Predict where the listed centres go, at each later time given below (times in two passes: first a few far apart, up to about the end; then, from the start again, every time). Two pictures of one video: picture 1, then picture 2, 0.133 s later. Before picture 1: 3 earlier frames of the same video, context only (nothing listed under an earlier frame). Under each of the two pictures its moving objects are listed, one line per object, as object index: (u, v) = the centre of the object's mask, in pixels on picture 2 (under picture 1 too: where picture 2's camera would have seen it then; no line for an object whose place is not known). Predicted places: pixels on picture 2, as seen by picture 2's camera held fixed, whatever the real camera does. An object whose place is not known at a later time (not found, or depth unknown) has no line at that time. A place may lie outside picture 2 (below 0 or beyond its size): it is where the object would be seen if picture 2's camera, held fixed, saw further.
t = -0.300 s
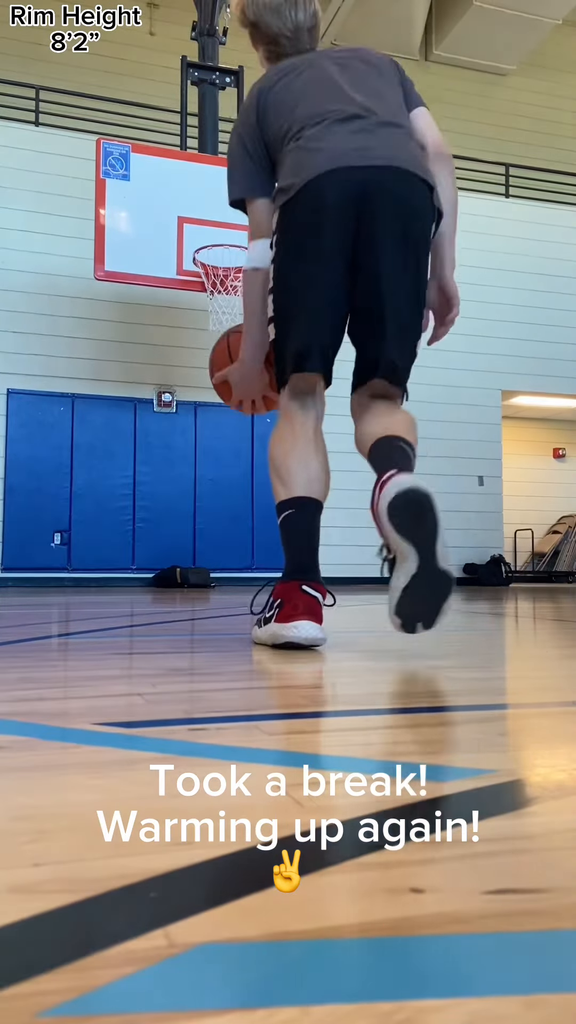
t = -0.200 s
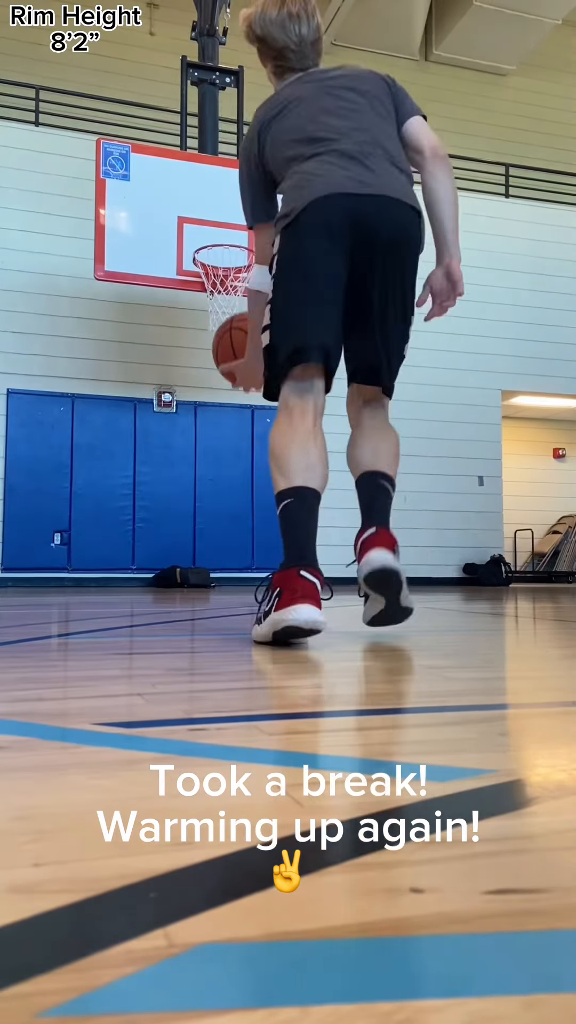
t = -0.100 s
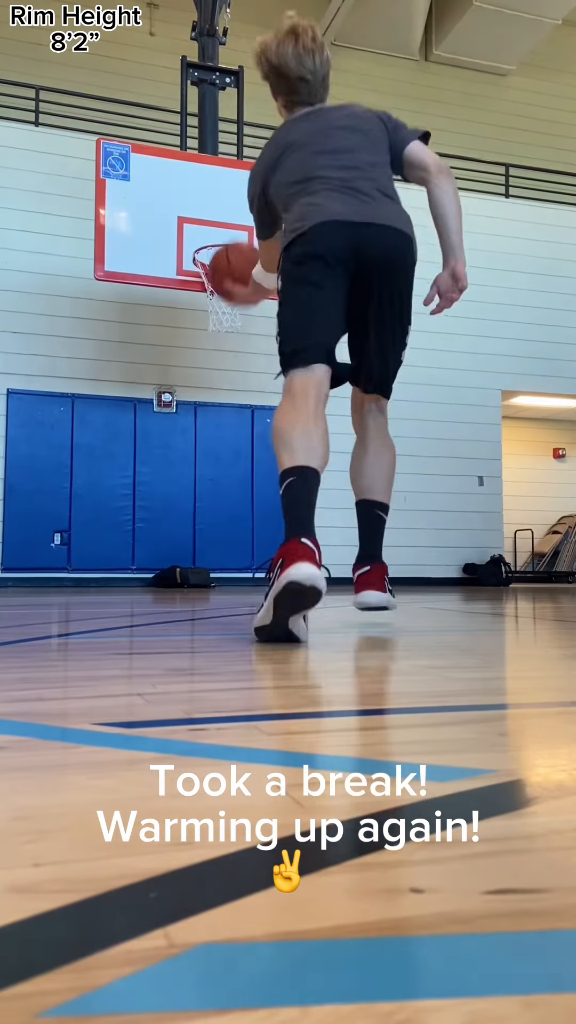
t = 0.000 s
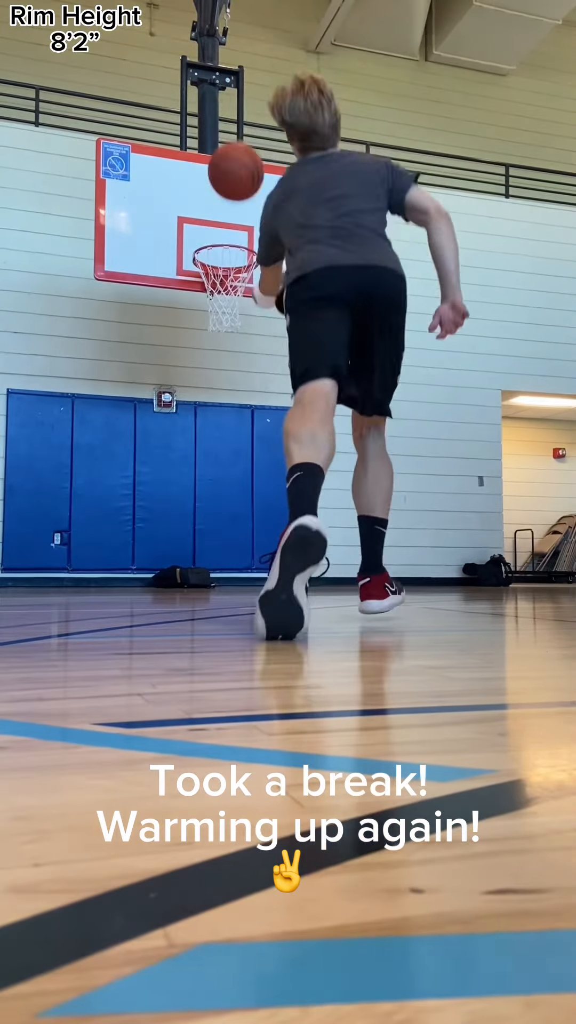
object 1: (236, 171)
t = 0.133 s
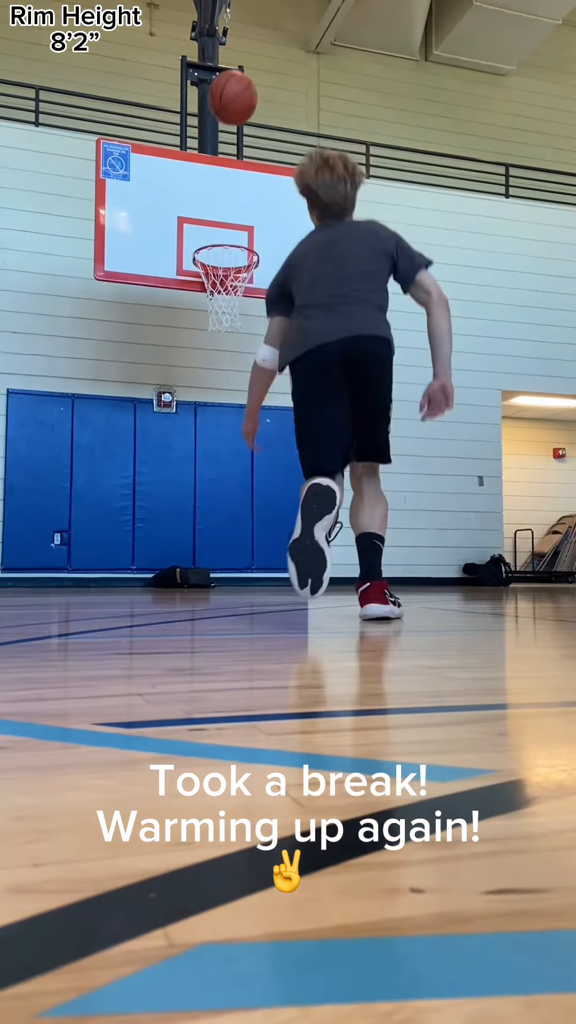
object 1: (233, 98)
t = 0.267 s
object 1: (229, 72)
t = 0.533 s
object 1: (224, 113)
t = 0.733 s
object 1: (219, 195)
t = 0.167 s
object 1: (232, 87)
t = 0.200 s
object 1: (231, 80)
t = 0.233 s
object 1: (230, 75)
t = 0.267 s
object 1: (229, 72)
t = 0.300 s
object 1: (229, 71)
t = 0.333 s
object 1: (228, 72)
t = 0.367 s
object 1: (227, 76)
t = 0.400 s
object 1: (226, 80)
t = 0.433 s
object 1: (226, 86)
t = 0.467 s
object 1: (225, 93)
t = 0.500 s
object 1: (225, 103)
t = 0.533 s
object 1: (224, 113)
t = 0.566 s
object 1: (223, 124)
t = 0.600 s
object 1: (222, 136)
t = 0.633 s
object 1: (222, 149)
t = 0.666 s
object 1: (221, 163)
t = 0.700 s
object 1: (220, 179)
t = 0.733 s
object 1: (219, 195)
